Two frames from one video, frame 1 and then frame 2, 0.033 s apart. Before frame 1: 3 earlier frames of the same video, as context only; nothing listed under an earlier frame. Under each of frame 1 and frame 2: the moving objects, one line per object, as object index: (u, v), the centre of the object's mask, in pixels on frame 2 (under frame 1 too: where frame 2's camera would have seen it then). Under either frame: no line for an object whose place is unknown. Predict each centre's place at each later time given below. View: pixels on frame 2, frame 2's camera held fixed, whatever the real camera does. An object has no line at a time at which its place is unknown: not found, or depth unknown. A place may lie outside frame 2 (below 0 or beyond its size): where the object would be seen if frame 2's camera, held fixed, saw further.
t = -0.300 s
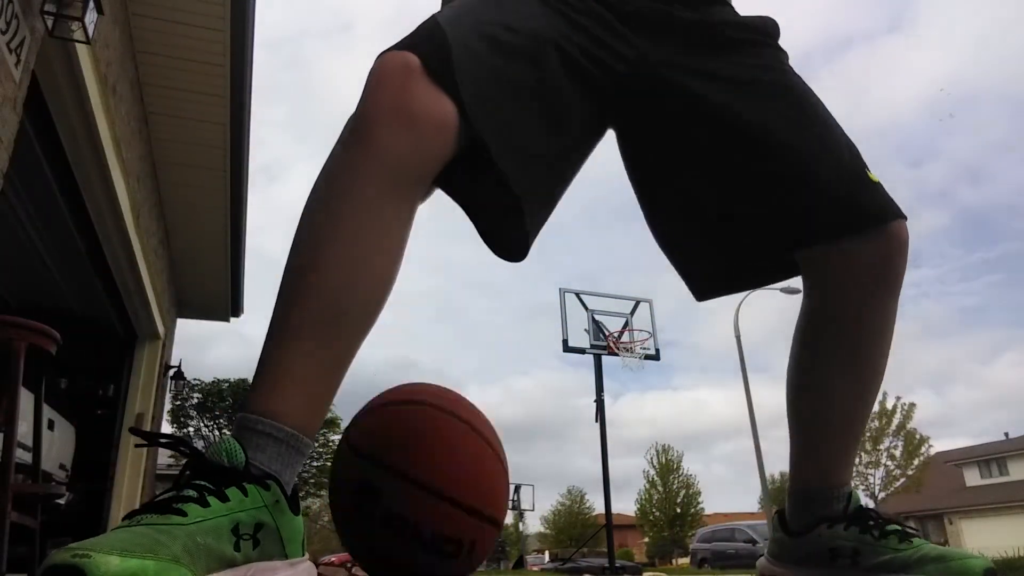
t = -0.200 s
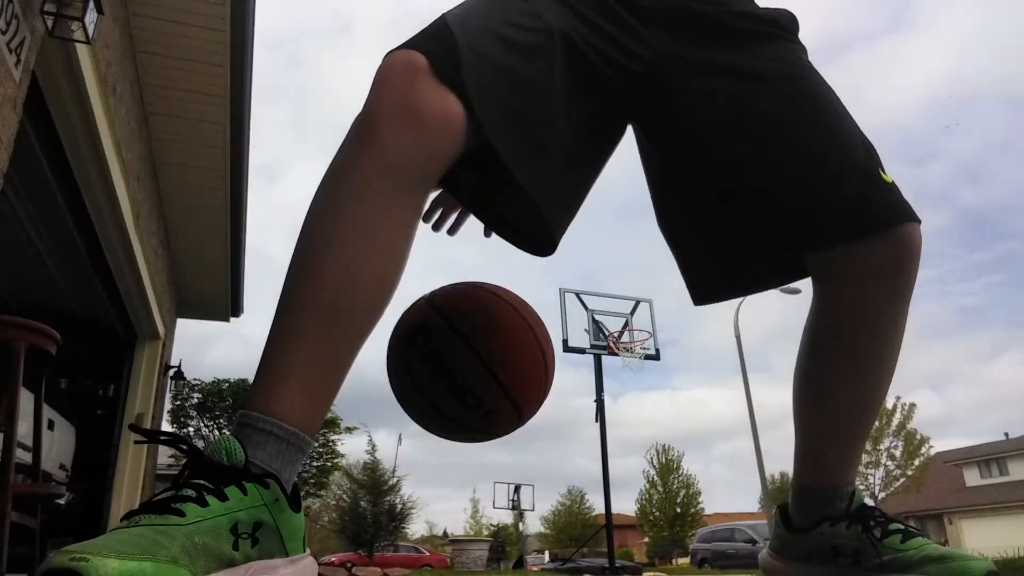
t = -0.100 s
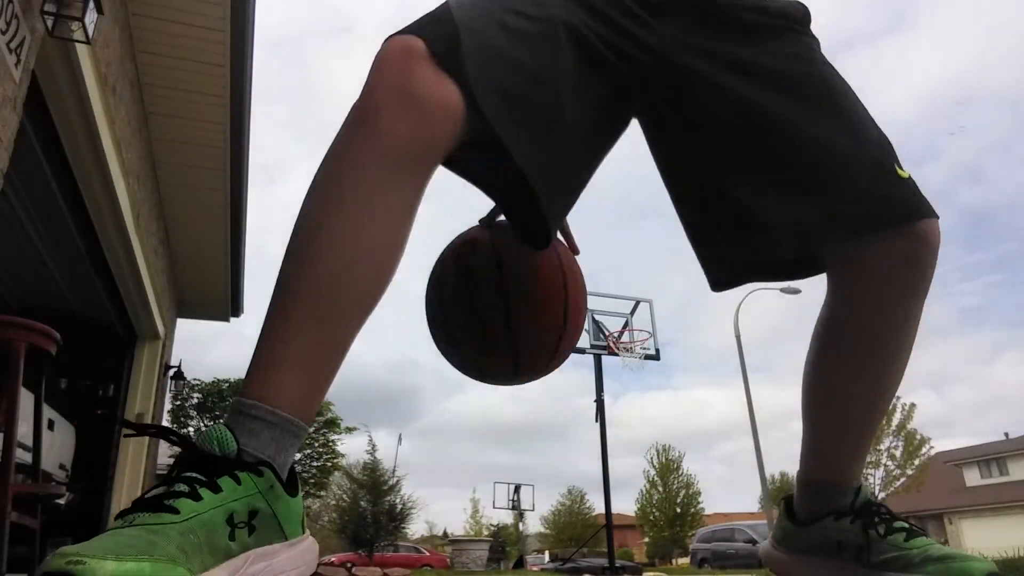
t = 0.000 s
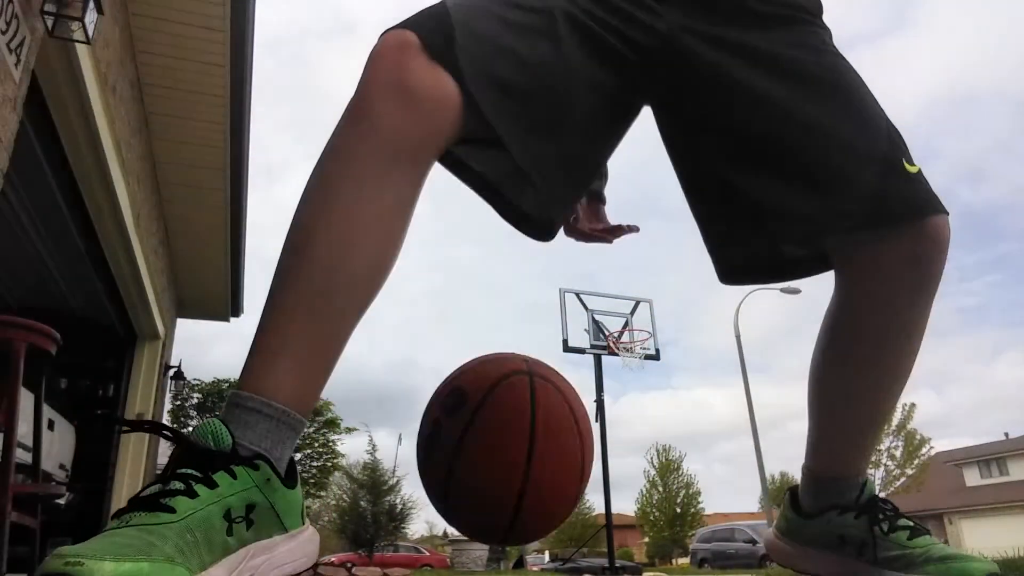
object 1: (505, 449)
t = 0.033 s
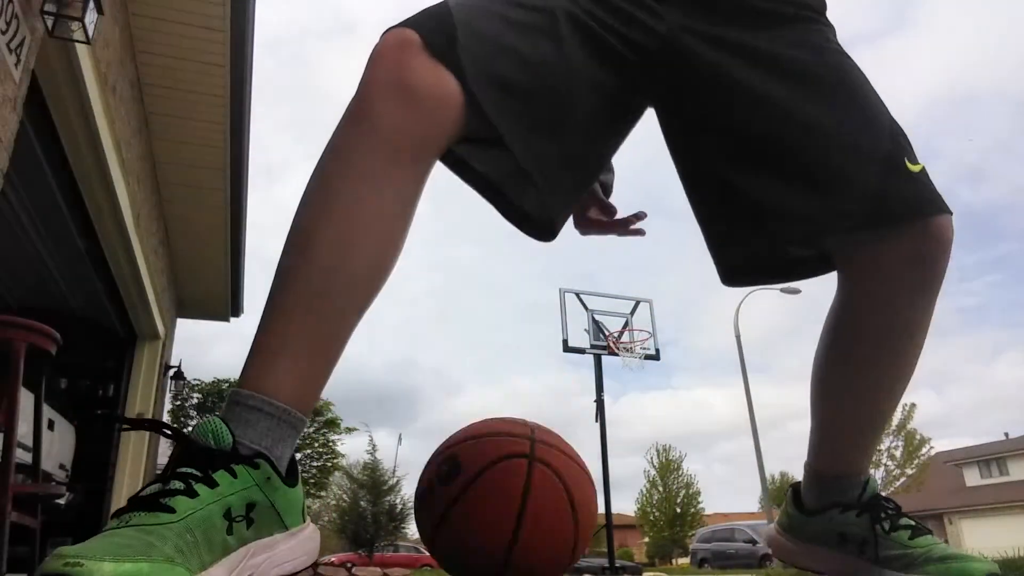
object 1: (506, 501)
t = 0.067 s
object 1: (512, 449)
